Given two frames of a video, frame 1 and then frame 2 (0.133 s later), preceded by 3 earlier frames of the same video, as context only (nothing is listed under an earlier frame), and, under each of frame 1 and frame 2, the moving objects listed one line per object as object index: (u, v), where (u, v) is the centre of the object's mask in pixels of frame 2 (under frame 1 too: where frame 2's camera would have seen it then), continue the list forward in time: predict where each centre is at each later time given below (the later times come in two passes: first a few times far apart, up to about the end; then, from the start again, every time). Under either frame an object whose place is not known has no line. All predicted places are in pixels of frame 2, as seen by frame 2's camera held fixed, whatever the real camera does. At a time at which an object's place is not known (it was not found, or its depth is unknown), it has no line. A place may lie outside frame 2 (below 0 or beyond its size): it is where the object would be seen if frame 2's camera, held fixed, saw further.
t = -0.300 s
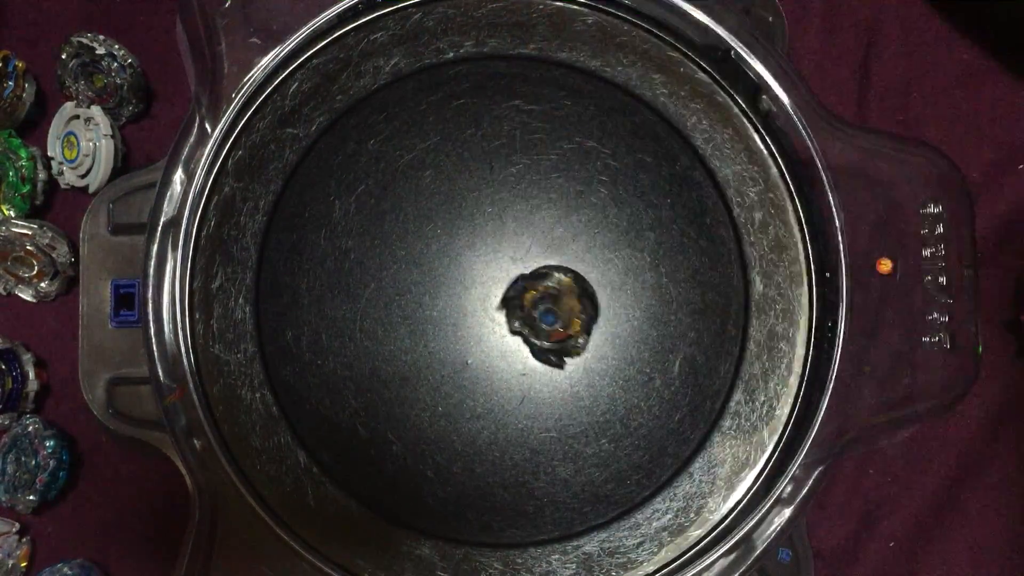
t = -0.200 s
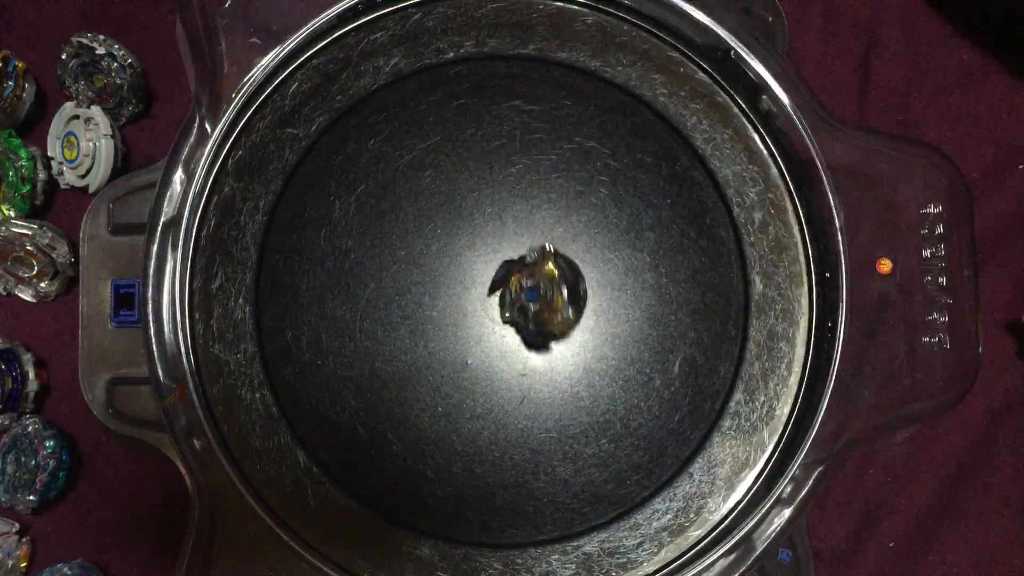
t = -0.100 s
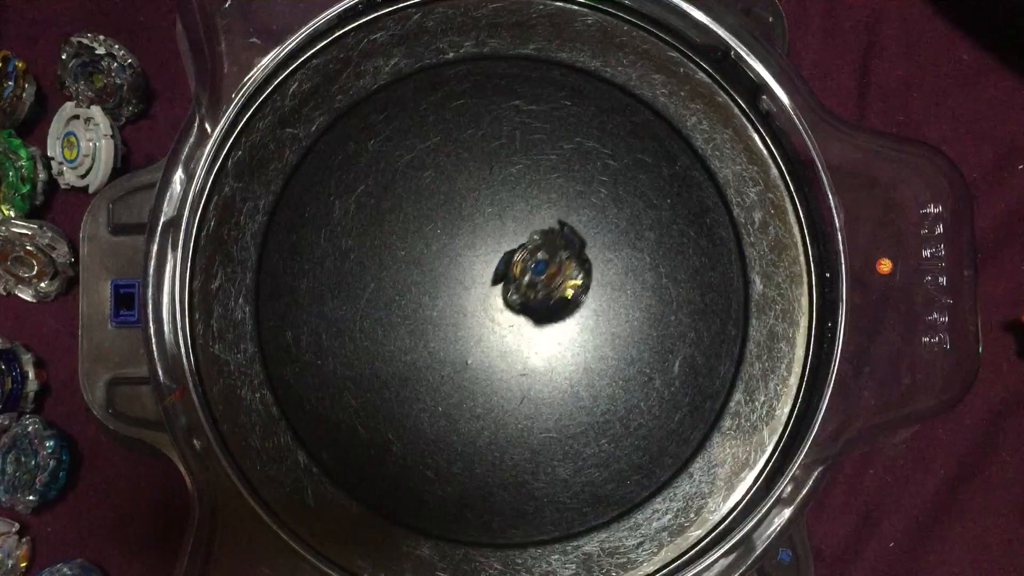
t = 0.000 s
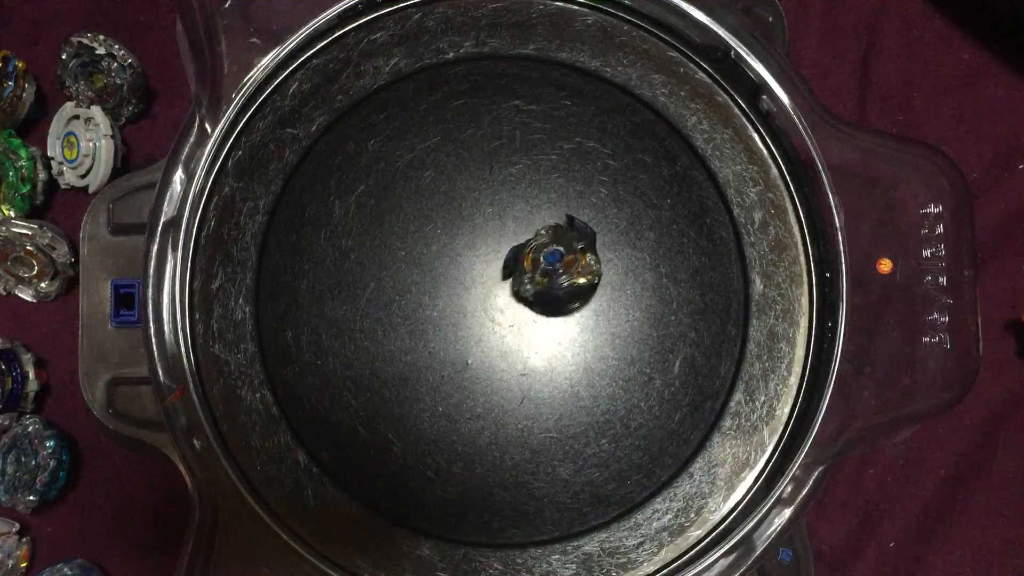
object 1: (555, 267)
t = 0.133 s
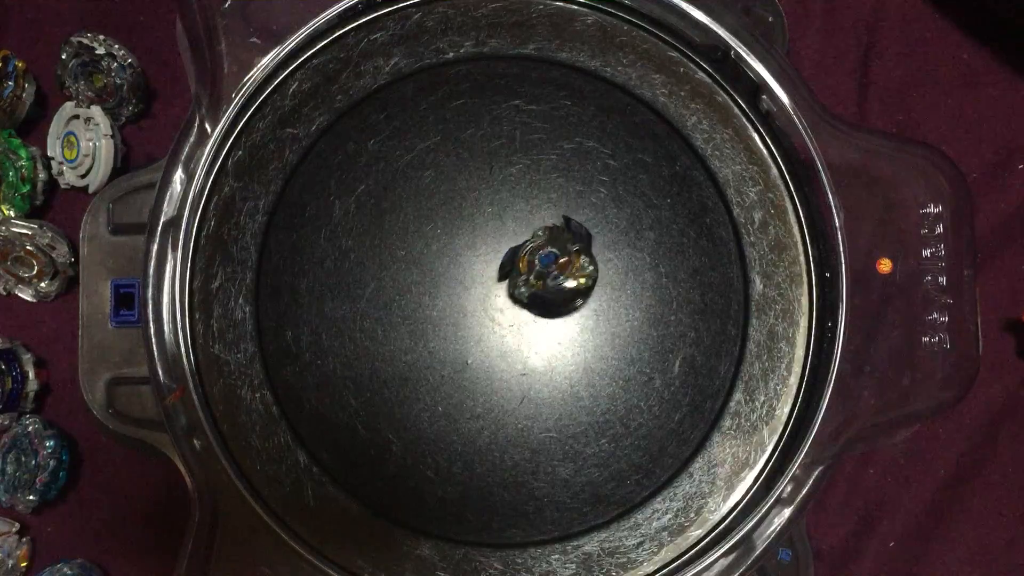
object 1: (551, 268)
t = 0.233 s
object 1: (541, 281)
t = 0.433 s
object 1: (549, 314)
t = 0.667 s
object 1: (544, 311)
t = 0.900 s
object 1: (546, 274)
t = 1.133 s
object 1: (544, 276)
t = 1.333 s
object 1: (545, 307)
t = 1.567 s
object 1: (549, 310)
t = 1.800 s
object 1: (541, 283)
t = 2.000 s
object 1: (545, 275)
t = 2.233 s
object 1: (542, 300)
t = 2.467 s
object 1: (546, 308)
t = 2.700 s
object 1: (540, 291)
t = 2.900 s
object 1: (542, 279)
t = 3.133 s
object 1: (540, 294)
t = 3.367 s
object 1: (543, 303)
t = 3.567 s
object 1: (540, 293)
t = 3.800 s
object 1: (541, 283)
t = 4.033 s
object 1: (540, 294)
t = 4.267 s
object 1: (541, 299)
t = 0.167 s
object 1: (548, 271)
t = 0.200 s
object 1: (544, 275)
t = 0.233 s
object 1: (541, 281)
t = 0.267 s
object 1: (539, 288)
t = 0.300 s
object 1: (535, 297)
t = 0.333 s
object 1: (537, 305)
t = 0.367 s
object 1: (541, 309)
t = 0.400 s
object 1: (545, 312)
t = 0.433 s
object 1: (549, 314)
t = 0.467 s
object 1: (552, 315)
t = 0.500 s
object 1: (554, 315)
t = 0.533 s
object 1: (554, 315)
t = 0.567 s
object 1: (554, 315)
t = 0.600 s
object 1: (552, 314)
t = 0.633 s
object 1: (548, 313)
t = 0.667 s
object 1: (544, 311)
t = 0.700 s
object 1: (539, 309)
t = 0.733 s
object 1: (542, 301)
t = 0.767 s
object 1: (540, 295)
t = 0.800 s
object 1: (540, 288)
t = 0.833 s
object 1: (541, 283)
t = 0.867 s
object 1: (543, 278)
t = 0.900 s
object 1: (546, 274)
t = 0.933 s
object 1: (548, 272)
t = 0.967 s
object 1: (550, 270)
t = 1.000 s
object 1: (550, 270)
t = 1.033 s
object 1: (550, 270)
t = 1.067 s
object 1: (549, 271)
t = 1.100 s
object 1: (547, 273)
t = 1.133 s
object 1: (544, 276)
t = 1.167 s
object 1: (542, 280)
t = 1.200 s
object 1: (540, 286)
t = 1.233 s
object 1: (540, 291)
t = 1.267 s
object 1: (541, 297)
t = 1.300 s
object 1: (543, 303)
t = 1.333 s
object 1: (545, 307)
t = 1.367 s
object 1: (547, 309)
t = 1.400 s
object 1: (549, 311)
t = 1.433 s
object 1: (551, 312)
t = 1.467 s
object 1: (552, 312)
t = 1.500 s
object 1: (552, 312)
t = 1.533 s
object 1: (550, 311)
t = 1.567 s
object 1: (549, 310)
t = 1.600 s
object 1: (547, 308)
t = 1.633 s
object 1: (544, 305)
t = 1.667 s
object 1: (542, 301)
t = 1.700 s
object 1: (541, 297)
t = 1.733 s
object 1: (540, 291)
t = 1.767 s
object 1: (540, 287)
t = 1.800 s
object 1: (541, 283)
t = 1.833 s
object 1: (543, 279)
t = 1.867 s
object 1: (544, 276)
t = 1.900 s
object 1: (545, 274)
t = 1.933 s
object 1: (546, 274)
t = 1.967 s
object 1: (546, 274)
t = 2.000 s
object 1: (545, 275)
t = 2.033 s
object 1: (544, 277)
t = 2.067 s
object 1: (543, 279)
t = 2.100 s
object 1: (541, 283)
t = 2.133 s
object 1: (540, 287)
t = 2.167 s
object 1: (540, 291)
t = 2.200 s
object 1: (541, 296)
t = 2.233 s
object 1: (542, 300)
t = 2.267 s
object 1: (543, 303)
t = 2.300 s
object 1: (544, 305)
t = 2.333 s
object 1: (545, 307)
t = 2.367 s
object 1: (546, 308)
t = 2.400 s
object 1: (547, 308)
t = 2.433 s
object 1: (547, 308)
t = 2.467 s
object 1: (546, 308)
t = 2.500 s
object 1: (546, 307)
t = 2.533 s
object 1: (545, 306)
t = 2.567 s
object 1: (543, 304)
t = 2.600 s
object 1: (542, 301)
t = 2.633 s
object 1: (541, 298)
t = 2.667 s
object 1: (541, 295)
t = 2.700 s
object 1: (540, 291)
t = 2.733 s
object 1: (540, 288)
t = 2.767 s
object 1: (540, 285)
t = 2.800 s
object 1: (541, 282)
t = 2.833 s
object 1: (542, 280)
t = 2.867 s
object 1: (542, 279)
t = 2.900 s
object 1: (542, 279)
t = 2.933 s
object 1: (542, 279)
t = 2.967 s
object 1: (542, 280)
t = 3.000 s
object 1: (541, 282)
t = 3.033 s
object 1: (540, 285)
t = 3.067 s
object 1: (540, 288)
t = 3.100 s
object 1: (540, 291)
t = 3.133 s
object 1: (540, 294)
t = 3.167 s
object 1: (541, 297)
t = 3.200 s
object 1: (542, 299)
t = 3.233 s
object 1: (543, 301)
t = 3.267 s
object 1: (543, 302)
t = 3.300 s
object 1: (543, 303)
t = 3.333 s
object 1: (543, 303)
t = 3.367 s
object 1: (543, 303)
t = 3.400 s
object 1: (543, 302)
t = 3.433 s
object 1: (542, 301)
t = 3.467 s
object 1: (542, 300)
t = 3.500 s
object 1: (541, 298)
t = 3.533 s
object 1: (541, 296)
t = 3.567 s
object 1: (540, 293)
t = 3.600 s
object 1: (540, 290)
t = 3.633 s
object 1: (540, 288)
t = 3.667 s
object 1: (540, 286)
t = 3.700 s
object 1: (541, 284)
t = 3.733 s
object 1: (541, 283)
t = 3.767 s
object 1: (541, 283)
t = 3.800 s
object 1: (541, 283)
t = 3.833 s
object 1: (541, 283)
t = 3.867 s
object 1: (541, 284)
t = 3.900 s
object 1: (540, 286)
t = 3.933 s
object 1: (540, 288)
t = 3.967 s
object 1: (540, 290)
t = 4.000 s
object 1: (540, 292)
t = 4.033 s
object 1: (540, 294)
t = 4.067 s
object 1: (541, 296)
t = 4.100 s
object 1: (541, 298)
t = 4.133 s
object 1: (541, 299)
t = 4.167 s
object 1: (541, 300)
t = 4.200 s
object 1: (542, 300)
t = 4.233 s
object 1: (542, 300)
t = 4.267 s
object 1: (541, 299)
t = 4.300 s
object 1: (541, 298)
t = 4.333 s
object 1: (541, 297)
